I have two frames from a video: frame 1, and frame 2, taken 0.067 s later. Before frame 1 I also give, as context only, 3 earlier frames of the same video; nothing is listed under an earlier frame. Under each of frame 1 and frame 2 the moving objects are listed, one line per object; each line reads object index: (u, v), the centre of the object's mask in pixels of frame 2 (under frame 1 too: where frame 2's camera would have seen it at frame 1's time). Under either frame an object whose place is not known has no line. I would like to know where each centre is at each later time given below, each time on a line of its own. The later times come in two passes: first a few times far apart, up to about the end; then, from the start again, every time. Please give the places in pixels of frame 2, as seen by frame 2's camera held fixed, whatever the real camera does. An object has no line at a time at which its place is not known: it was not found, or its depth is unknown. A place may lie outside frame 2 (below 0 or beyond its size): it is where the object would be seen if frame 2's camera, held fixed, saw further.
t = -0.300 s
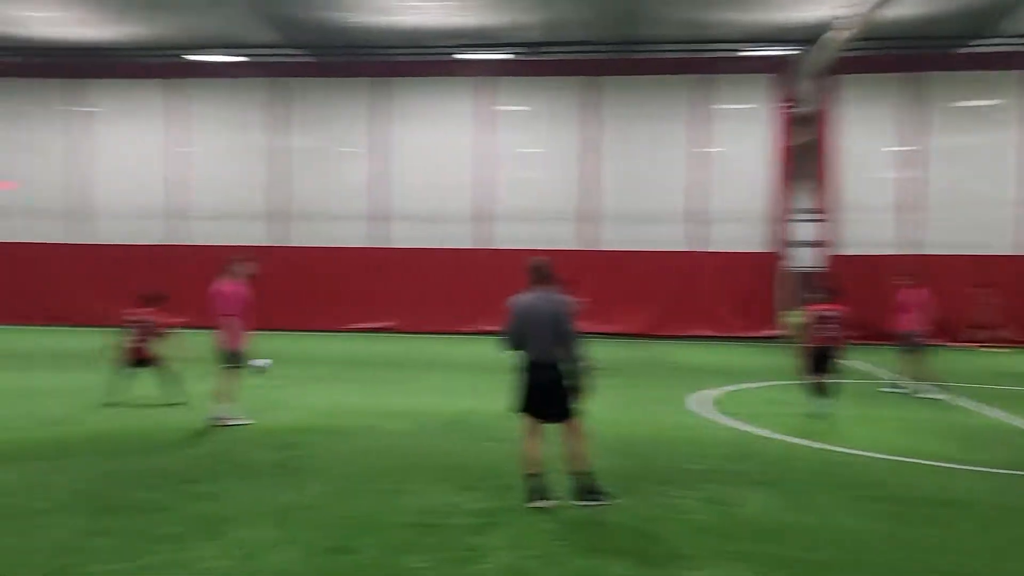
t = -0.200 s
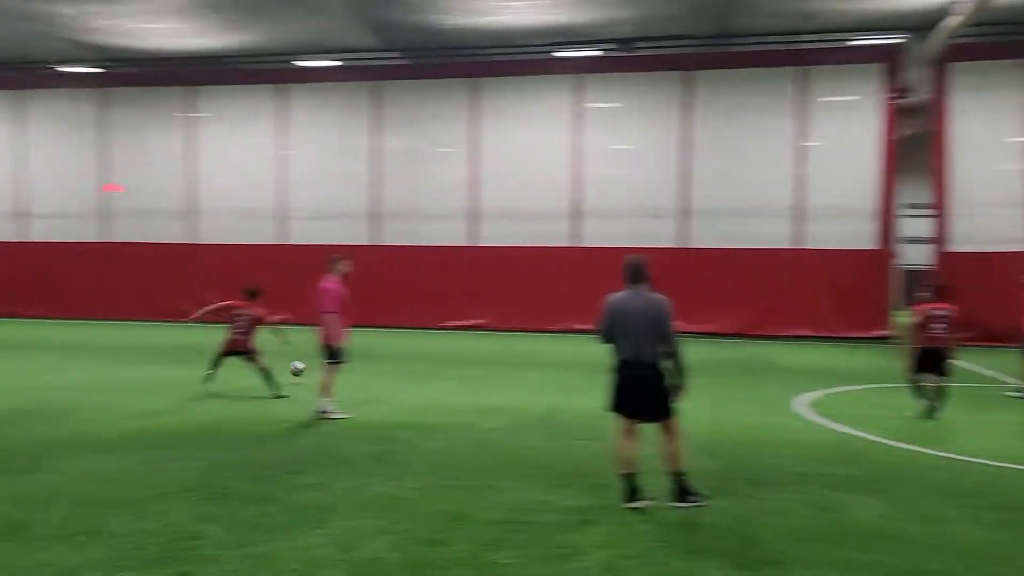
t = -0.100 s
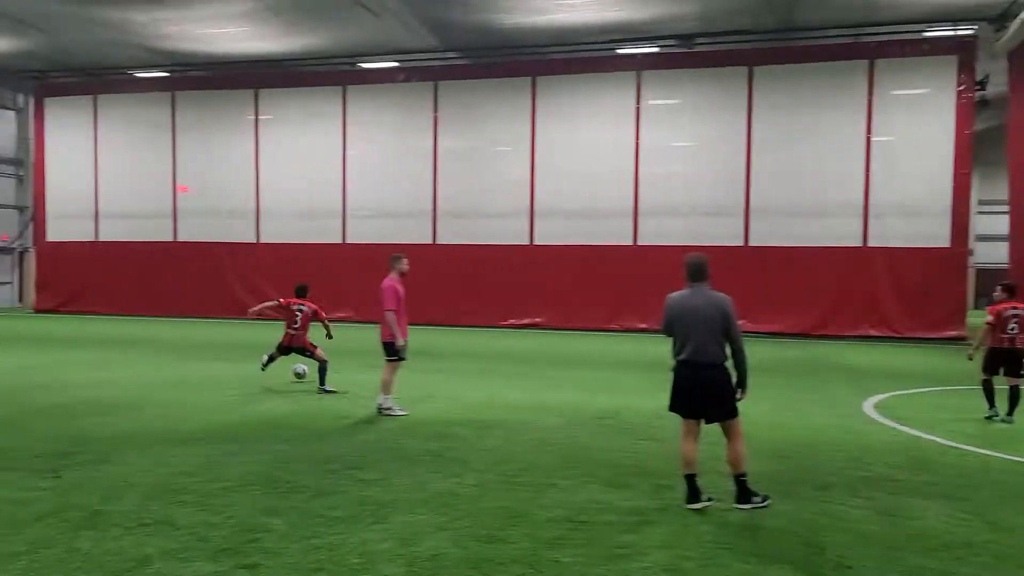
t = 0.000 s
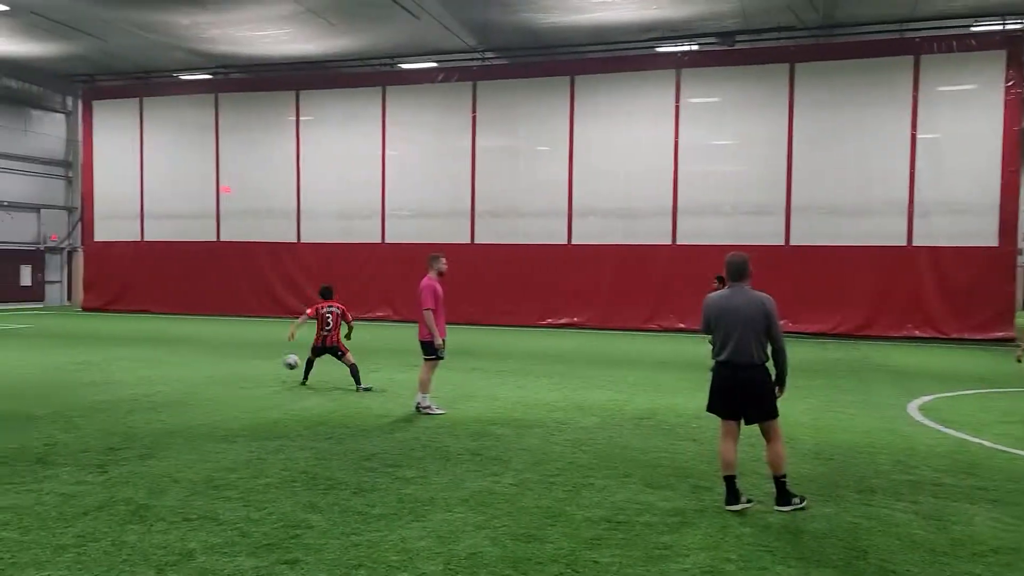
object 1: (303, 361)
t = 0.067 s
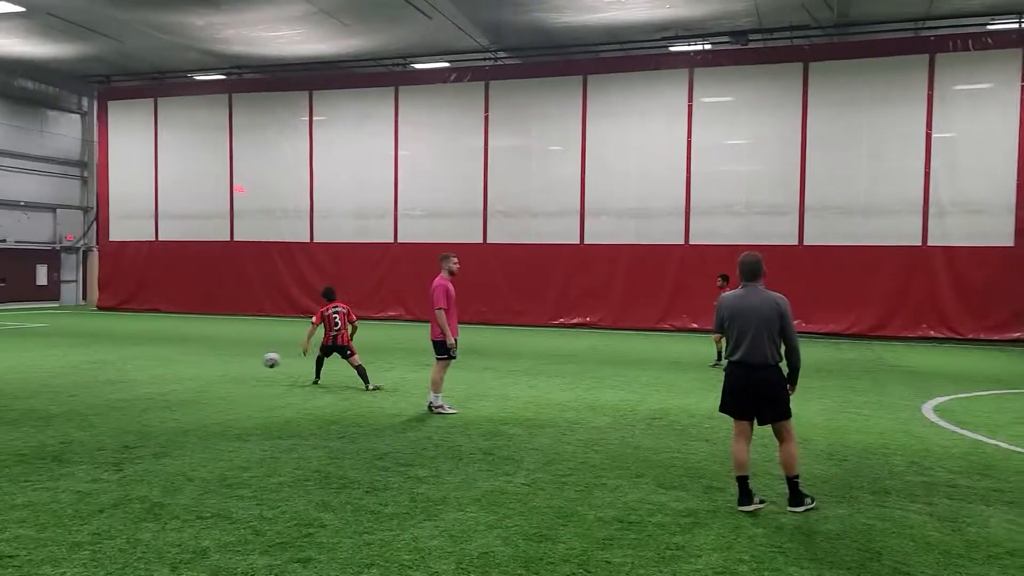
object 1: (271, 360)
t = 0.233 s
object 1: (189, 372)
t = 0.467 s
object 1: (74, 364)
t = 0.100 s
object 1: (256, 360)
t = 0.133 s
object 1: (239, 362)
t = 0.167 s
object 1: (222, 365)
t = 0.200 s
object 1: (206, 367)
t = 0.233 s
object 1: (189, 372)
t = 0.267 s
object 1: (172, 376)
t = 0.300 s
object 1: (156, 371)
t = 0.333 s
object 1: (140, 368)
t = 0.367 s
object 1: (124, 367)
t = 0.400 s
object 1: (109, 365)
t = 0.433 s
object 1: (93, 363)
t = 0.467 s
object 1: (74, 364)
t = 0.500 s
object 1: (57, 365)
